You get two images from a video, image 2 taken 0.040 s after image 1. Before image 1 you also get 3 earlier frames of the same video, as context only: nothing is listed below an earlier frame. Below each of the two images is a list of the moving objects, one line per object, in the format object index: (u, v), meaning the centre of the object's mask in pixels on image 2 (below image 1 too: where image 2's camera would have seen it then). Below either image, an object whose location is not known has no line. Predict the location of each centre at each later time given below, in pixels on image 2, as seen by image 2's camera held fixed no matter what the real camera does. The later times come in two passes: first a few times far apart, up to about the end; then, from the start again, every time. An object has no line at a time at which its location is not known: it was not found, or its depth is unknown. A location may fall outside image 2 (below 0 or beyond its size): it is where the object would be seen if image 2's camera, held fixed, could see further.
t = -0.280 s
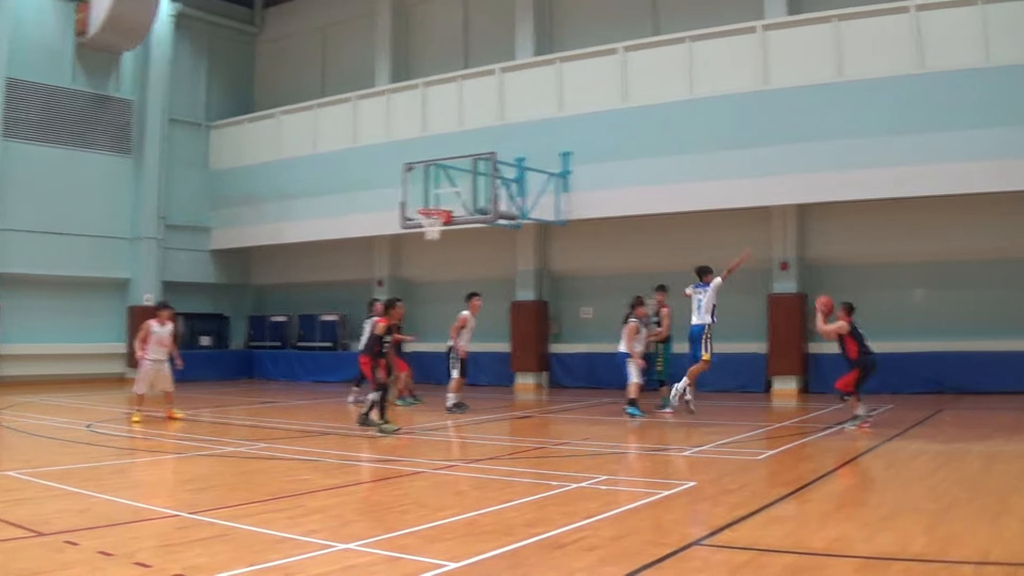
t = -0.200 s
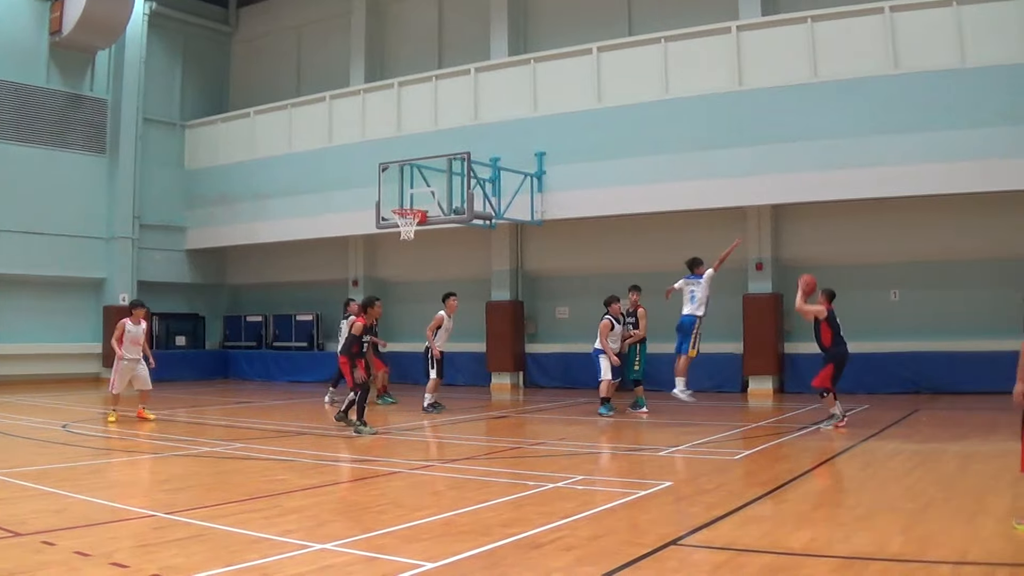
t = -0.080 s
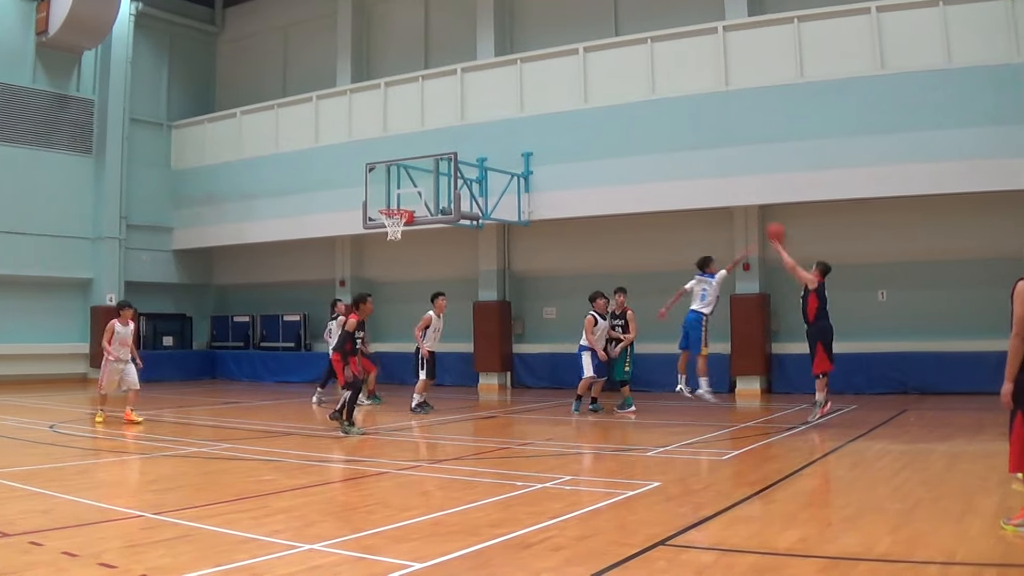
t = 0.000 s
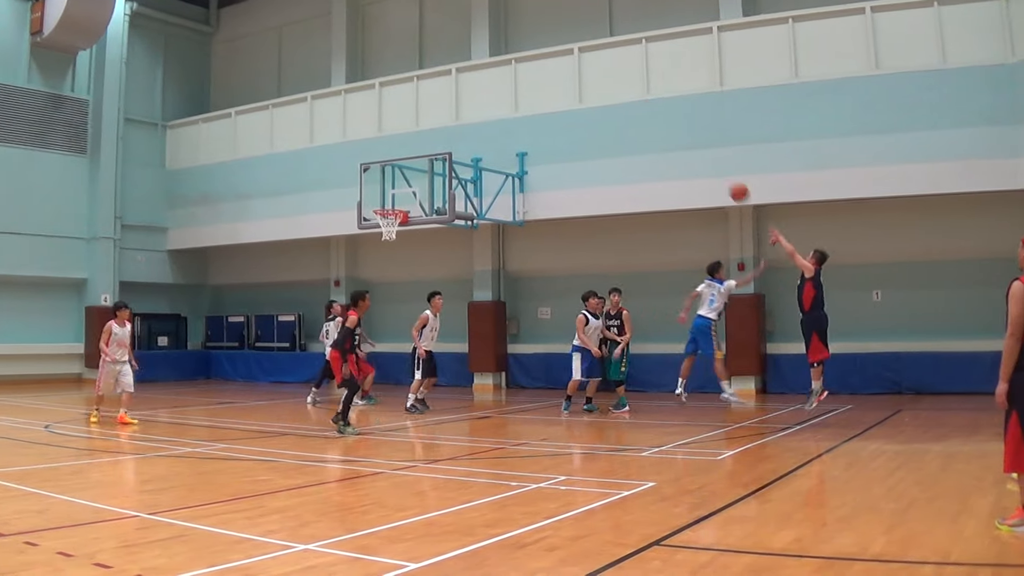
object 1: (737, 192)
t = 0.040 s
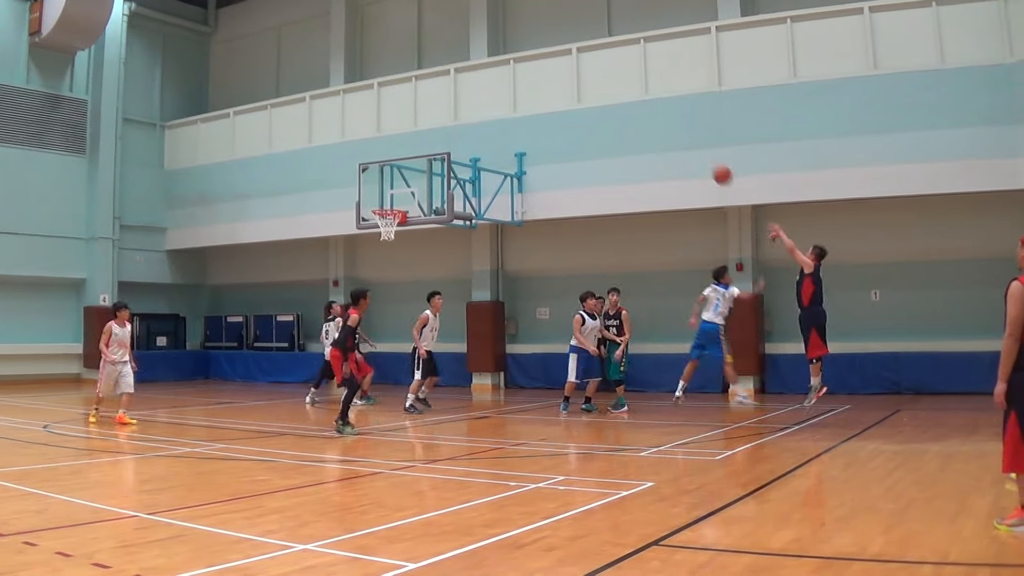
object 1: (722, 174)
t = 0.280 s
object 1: (636, 100)
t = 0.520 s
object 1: (562, 72)
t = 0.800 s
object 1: (487, 89)
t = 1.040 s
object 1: (429, 141)
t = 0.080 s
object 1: (707, 159)
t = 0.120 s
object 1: (691, 143)
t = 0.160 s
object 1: (677, 131)
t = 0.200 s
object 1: (663, 119)
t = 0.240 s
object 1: (650, 109)
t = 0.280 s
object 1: (636, 100)
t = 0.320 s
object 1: (623, 92)
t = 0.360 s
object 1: (610, 86)
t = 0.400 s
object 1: (598, 81)
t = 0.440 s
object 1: (586, 77)
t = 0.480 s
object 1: (574, 74)
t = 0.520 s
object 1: (562, 72)
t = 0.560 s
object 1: (551, 72)
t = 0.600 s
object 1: (539, 72)
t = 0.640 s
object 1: (529, 74)
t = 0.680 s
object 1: (518, 76)
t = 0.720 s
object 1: (508, 79)
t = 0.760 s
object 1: (498, 84)
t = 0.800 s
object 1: (487, 89)
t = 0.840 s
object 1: (477, 96)
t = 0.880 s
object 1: (467, 103)
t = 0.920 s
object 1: (458, 111)
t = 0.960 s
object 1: (448, 120)
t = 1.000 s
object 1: (438, 130)
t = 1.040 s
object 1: (429, 141)
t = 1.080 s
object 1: (421, 152)
